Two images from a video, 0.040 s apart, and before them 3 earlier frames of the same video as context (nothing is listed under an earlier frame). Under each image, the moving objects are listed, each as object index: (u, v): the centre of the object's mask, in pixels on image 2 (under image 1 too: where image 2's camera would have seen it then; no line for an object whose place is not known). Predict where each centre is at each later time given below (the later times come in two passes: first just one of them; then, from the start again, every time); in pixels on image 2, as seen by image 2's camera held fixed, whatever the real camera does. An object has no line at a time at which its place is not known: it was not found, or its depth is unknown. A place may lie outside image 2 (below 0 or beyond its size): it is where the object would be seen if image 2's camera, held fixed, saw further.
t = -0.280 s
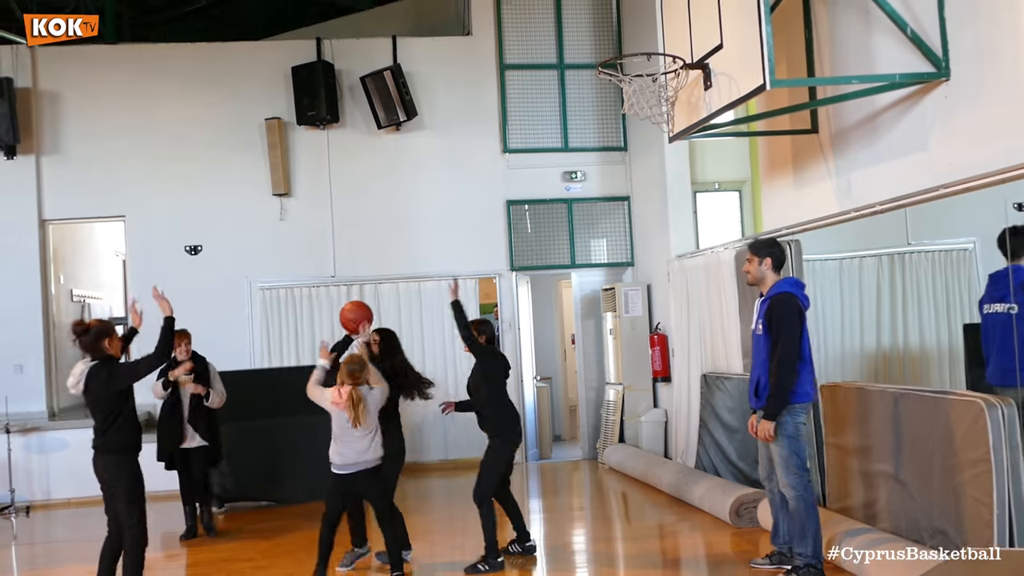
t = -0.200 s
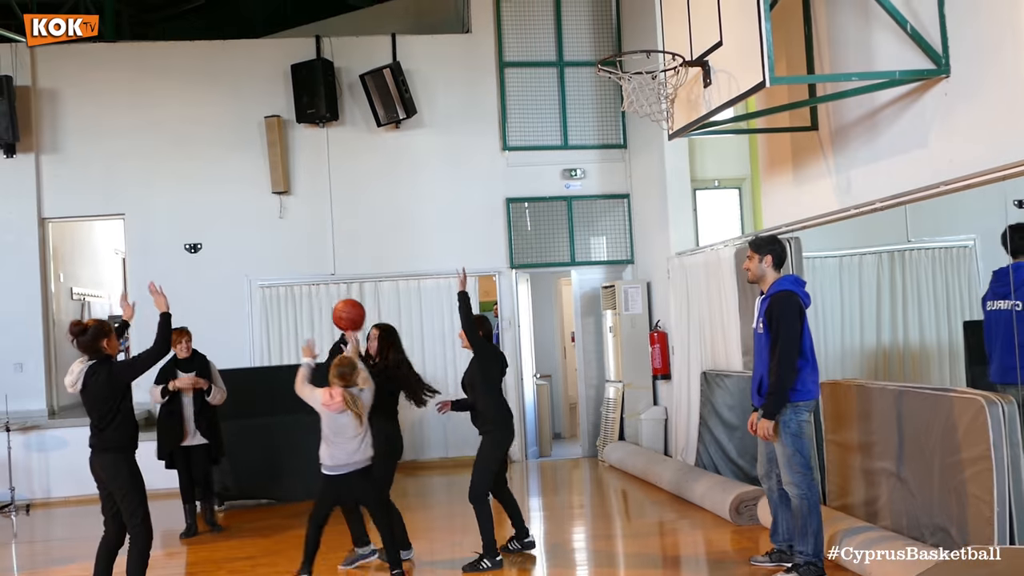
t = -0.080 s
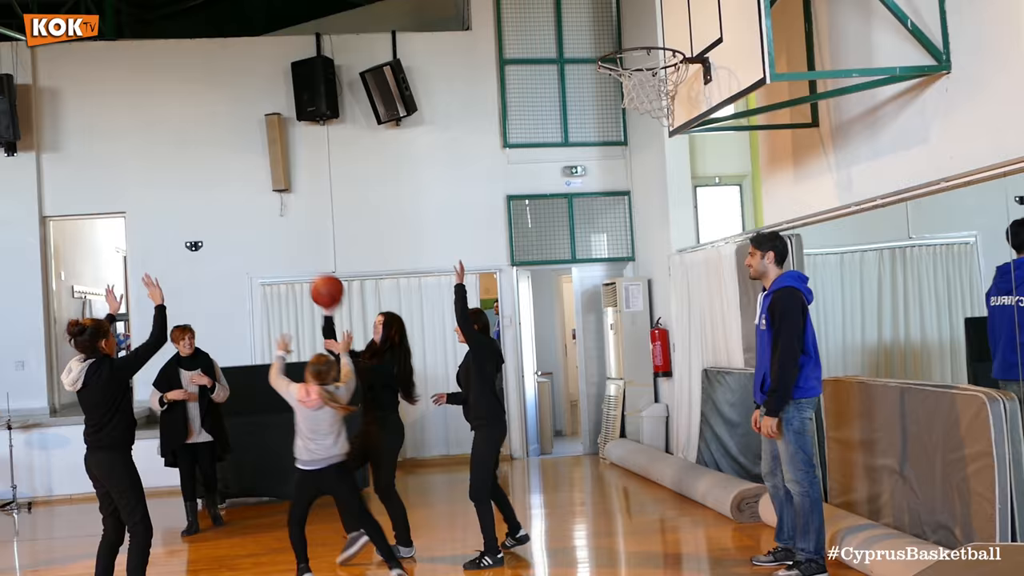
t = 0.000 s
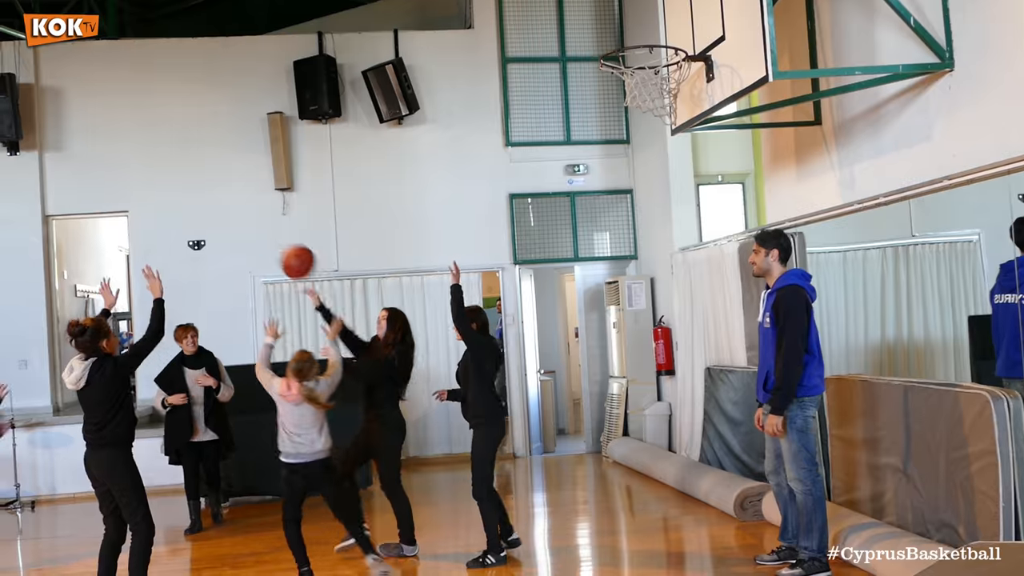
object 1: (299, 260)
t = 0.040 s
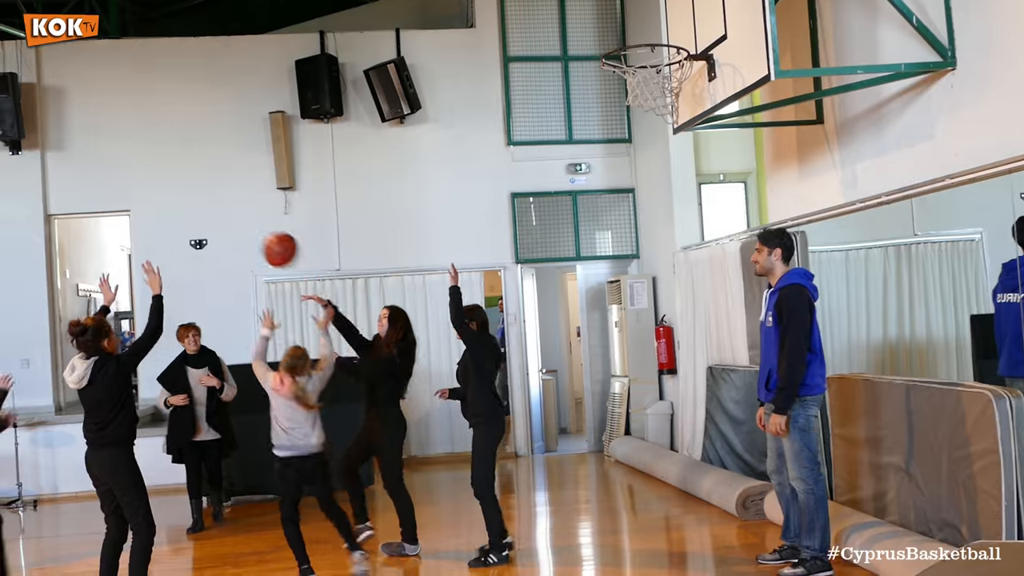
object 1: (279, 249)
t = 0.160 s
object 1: (216, 228)
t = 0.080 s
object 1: (259, 240)
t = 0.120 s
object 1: (238, 233)
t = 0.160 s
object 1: (216, 228)
